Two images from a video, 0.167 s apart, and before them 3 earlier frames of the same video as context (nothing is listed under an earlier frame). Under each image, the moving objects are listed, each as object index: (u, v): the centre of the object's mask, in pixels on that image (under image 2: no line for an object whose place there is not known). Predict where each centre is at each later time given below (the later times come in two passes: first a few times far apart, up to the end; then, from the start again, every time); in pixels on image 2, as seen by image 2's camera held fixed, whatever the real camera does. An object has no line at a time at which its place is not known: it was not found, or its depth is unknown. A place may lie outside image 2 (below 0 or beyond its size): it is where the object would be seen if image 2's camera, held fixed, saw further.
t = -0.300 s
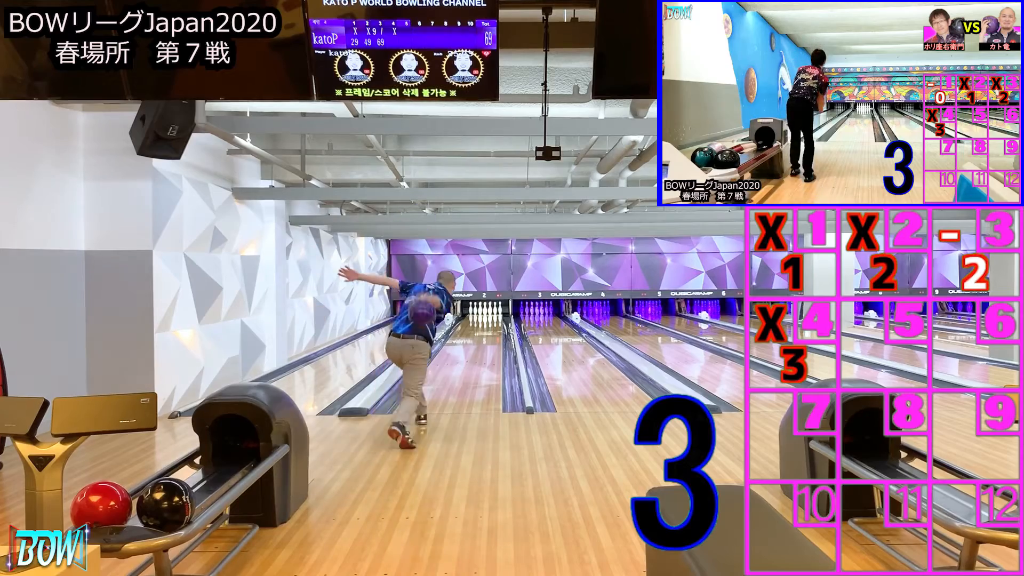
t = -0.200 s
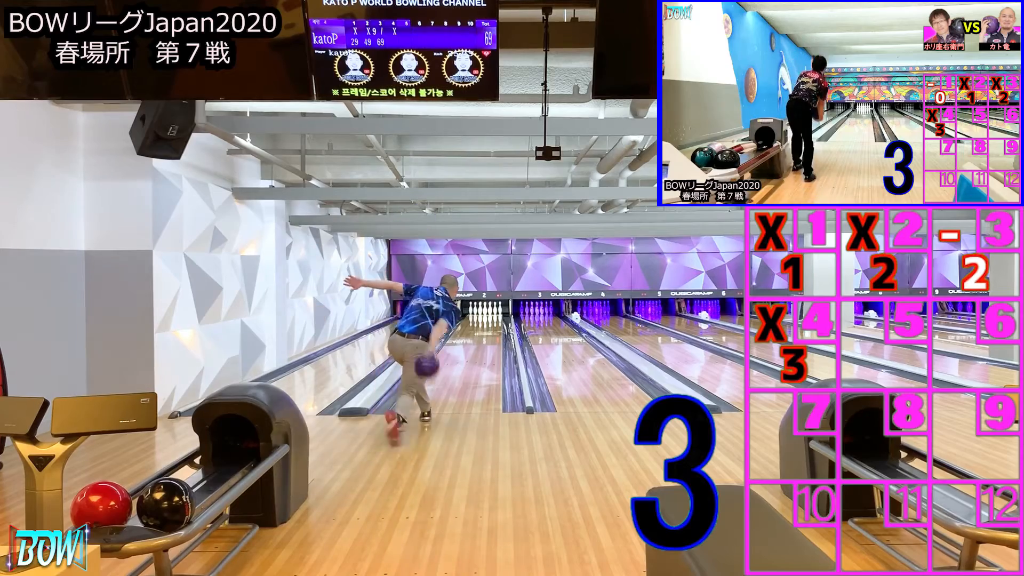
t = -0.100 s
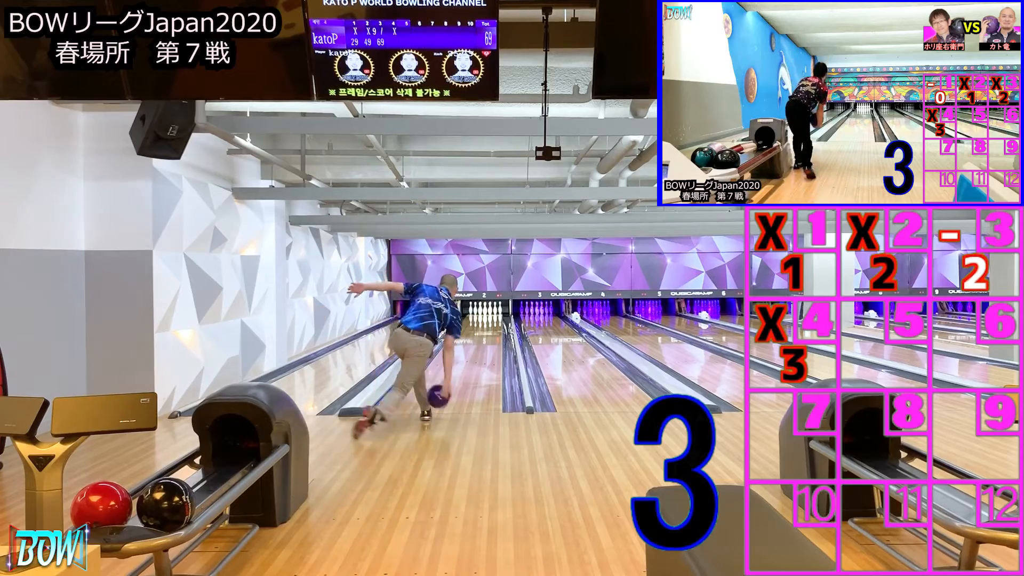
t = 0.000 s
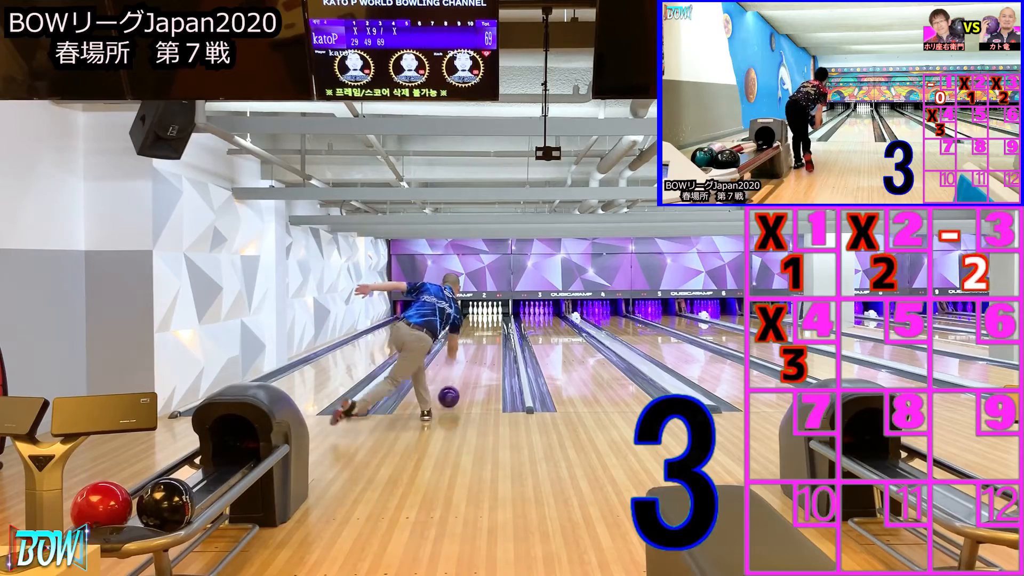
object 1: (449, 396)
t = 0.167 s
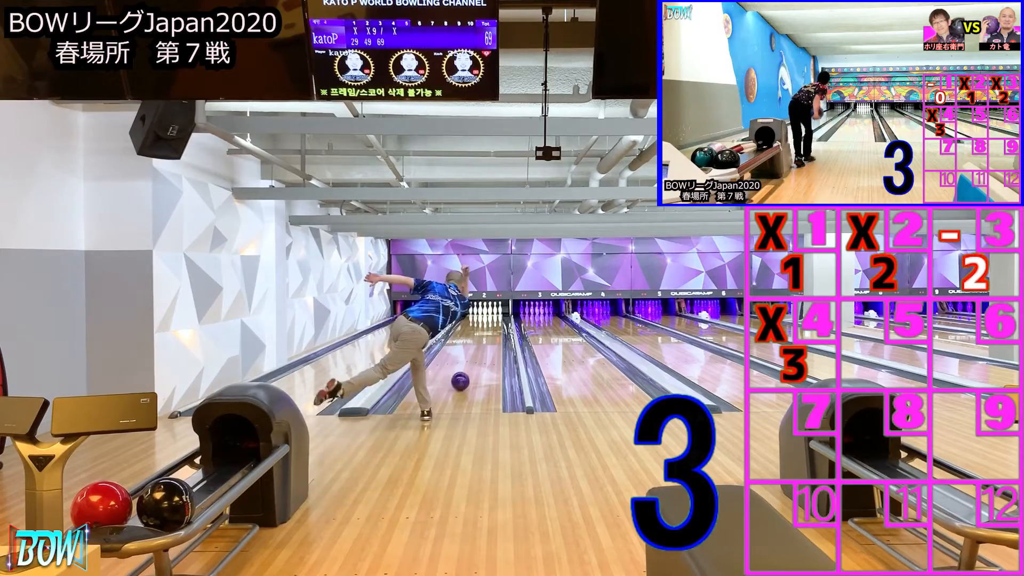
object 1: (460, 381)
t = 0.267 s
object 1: (466, 373)
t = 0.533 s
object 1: (476, 356)
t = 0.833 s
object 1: (484, 343)
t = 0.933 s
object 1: (486, 339)
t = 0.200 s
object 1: (462, 378)
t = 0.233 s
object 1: (464, 376)
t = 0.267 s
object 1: (466, 373)
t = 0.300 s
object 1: (467, 371)
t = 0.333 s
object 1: (469, 368)
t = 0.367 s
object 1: (470, 366)
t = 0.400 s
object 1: (471, 364)
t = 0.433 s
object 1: (473, 361)
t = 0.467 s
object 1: (474, 360)
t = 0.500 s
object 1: (475, 358)
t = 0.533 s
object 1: (476, 356)
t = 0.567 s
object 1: (477, 354)
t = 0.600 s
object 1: (478, 353)
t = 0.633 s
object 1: (479, 351)
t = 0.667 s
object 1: (480, 350)
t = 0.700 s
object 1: (481, 348)
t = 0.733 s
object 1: (482, 347)
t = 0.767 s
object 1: (483, 345)
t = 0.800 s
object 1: (483, 344)
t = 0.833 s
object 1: (484, 343)
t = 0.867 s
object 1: (485, 342)
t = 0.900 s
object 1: (485, 341)
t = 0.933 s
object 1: (486, 339)
